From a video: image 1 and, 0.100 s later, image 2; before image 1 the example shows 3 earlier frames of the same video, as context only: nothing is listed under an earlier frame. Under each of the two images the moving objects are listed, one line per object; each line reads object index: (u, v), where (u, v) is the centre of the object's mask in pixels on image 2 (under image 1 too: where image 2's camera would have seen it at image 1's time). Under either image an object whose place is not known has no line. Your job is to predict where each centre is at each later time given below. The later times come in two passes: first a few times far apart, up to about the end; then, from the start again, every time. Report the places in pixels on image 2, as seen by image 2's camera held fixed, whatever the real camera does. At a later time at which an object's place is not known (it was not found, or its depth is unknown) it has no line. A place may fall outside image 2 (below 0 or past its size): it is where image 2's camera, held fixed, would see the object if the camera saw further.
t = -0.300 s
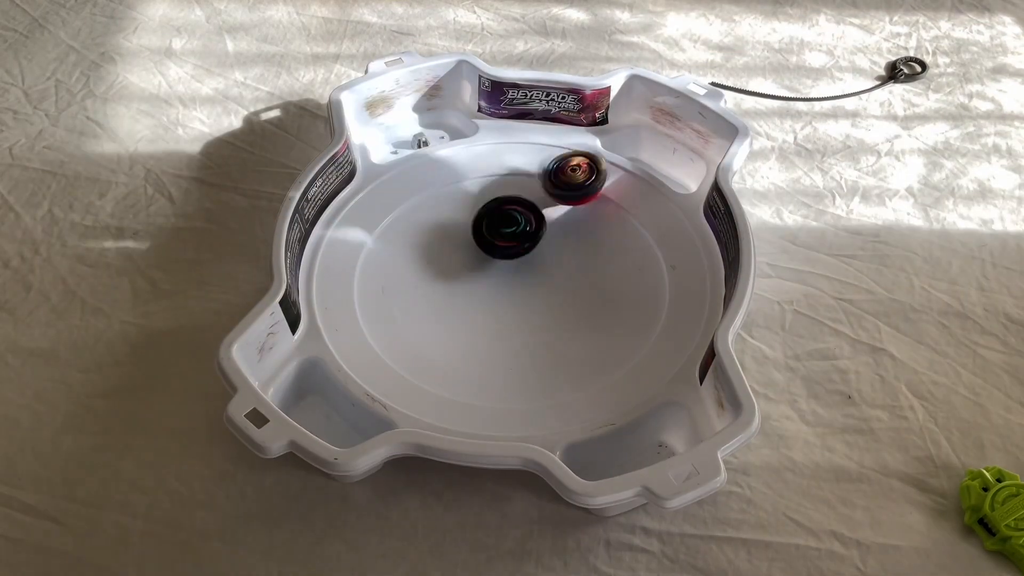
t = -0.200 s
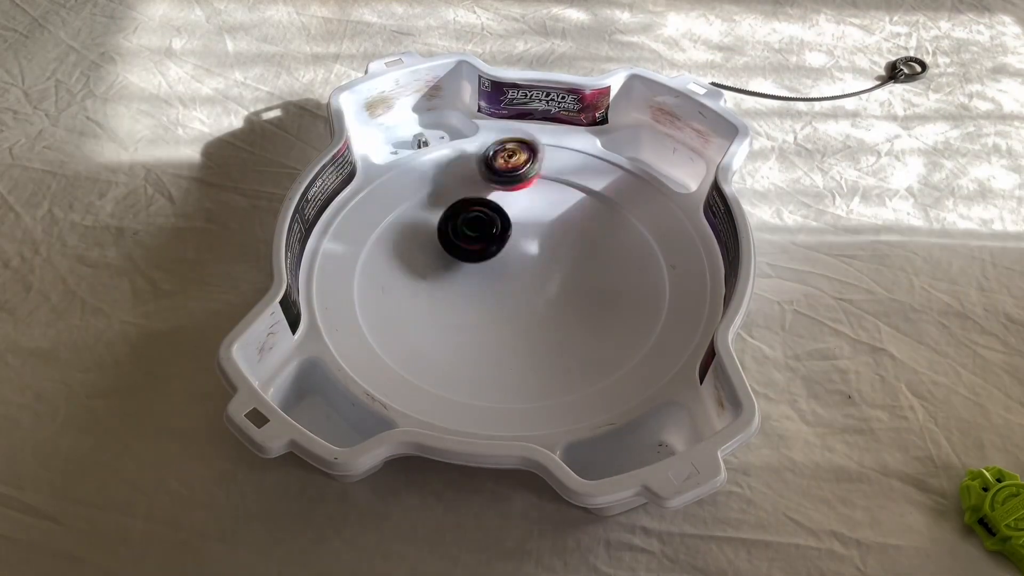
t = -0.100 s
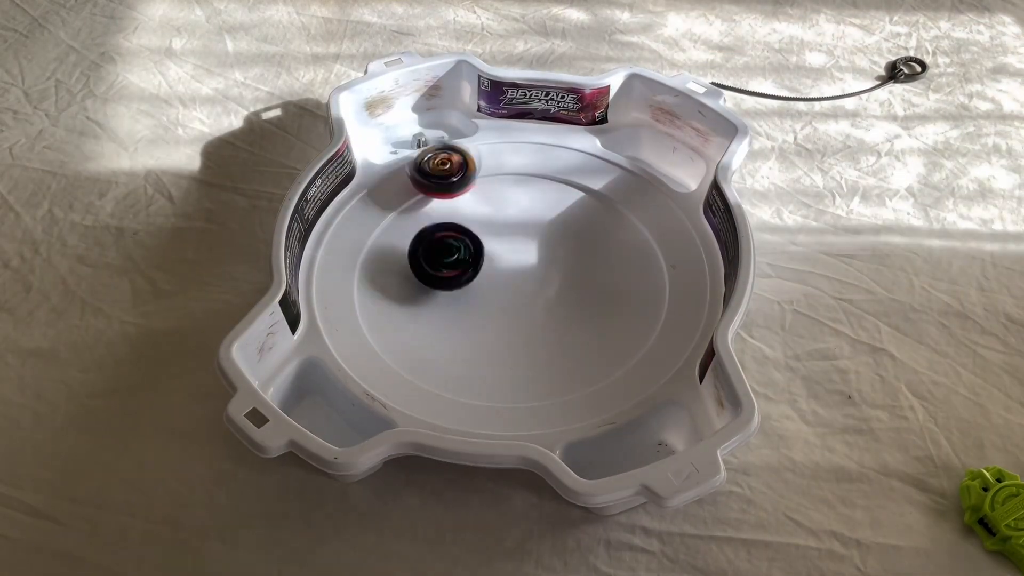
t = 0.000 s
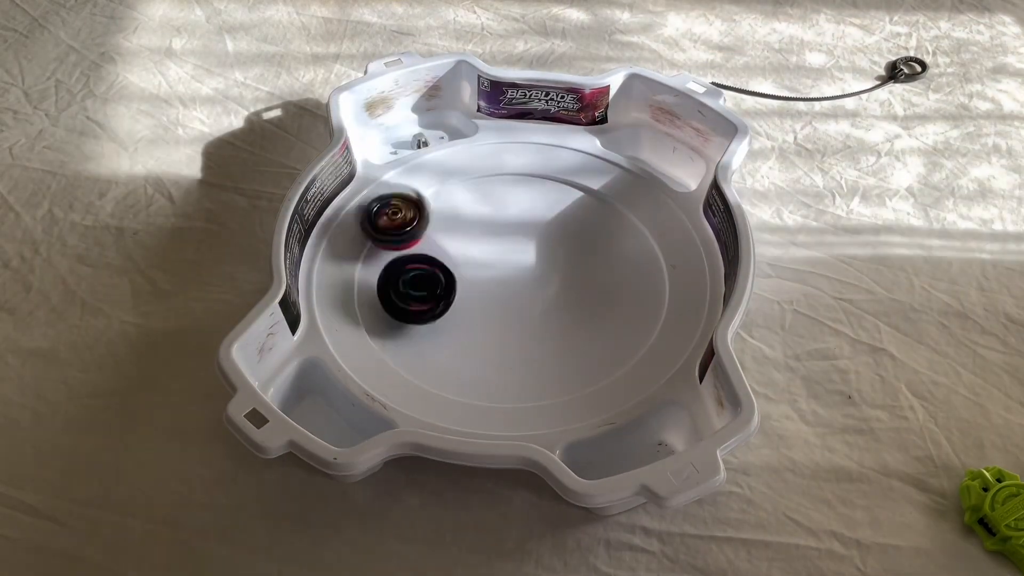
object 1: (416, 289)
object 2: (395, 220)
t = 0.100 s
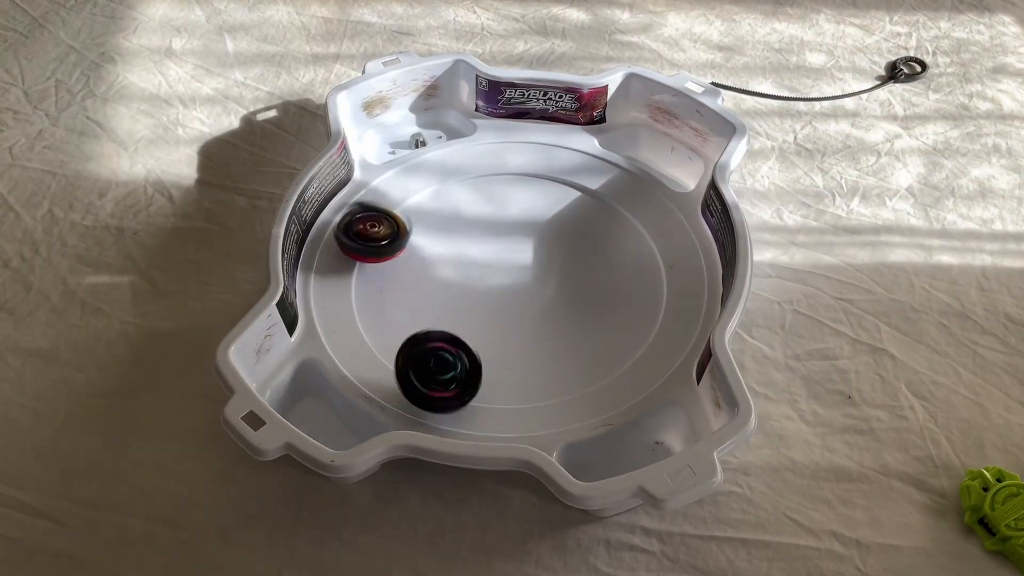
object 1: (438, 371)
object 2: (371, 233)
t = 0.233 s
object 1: (547, 403)
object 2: (413, 266)
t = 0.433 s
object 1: (624, 306)
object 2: (527, 295)
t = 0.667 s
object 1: (635, 217)
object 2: (533, 189)
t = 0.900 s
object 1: (520, 239)
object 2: (423, 189)
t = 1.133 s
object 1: (502, 295)
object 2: (396, 293)
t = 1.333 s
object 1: (668, 262)
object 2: (447, 353)
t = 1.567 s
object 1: (620, 233)
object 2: (569, 316)
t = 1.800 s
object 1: (481, 132)
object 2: (561, 302)
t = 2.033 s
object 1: (388, 241)
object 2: (481, 250)
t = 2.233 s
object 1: (351, 291)
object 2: (490, 264)
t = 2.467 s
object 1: (424, 265)
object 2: (502, 292)
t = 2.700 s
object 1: (551, 174)
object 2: (571, 263)
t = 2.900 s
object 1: (647, 200)
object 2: (507, 250)
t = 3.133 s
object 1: (662, 223)
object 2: (457, 311)
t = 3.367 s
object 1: (604, 269)
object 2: (571, 332)
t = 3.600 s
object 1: (604, 138)
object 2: (508, 371)
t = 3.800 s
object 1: (570, 125)
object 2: (522, 348)
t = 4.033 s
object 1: (567, 164)
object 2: (495, 273)
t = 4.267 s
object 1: (565, 276)
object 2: (451, 232)
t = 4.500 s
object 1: (402, 329)
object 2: (415, 231)
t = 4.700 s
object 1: (391, 265)
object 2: (453, 221)
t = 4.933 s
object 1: (428, 249)
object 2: (509, 198)
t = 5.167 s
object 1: (538, 258)
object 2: (547, 188)
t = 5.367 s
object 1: (623, 316)
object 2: (577, 194)
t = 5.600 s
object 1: (573, 356)
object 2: (579, 227)
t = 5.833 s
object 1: (480, 303)
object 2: (580, 285)
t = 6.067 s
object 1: (521, 178)
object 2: (604, 310)
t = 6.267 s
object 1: (603, 198)
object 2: (579, 293)
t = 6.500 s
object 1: (605, 265)
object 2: (492, 299)
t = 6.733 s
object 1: (552, 321)
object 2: (424, 314)
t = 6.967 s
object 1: (533, 318)
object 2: (417, 321)
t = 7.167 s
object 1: (539, 293)
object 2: (447, 279)
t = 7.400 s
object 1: (536, 258)
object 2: (450, 227)
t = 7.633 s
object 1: (530, 229)
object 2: (466, 192)
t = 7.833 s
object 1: (532, 229)
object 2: (481, 180)
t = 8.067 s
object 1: (534, 256)
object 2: (508, 189)
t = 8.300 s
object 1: (532, 324)
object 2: (543, 211)
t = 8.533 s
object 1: (493, 344)
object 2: (575, 233)
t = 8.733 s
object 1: (476, 323)
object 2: (588, 258)
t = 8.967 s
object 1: (513, 249)
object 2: (579, 284)
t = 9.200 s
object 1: (591, 211)
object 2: (552, 303)
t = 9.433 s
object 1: (608, 230)
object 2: (525, 306)
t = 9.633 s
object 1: (572, 269)
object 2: (496, 291)
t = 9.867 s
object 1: (550, 290)
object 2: (437, 289)
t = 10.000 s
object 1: (536, 295)
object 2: (440, 293)
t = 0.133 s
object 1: (462, 394)
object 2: (380, 240)
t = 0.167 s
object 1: (491, 401)
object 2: (390, 246)
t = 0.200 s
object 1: (520, 401)
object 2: (401, 254)
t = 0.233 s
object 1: (547, 403)
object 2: (413, 266)
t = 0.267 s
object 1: (571, 389)
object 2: (428, 276)
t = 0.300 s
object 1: (590, 376)
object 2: (442, 287)
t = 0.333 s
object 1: (606, 361)
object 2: (461, 296)
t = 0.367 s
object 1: (618, 344)
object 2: (484, 299)
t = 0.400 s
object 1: (623, 325)
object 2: (505, 299)
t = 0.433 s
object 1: (624, 306)
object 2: (527, 295)
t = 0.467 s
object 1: (623, 287)
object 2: (547, 287)
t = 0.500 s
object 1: (635, 270)
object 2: (552, 271)
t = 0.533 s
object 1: (646, 254)
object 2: (553, 256)
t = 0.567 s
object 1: (653, 241)
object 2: (554, 240)
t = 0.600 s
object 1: (653, 228)
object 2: (550, 222)
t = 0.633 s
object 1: (644, 221)
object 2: (544, 205)
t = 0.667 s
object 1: (635, 217)
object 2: (533, 189)
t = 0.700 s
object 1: (621, 214)
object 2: (521, 175)
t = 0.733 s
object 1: (607, 214)
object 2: (505, 164)
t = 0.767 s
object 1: (589, 216)
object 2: (490, 159)
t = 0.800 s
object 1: (572, 220)
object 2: (473, 164)
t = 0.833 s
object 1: (555, 225)
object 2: (457, 173)
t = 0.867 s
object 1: (537, 231)
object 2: (441, 179)
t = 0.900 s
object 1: (520, 239)
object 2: (423, 189)
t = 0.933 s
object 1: (503, 246)
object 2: (407, 199)
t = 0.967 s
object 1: (489, 253)
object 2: (395, 213)
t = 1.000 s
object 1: (478, 262)
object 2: (388, 231)
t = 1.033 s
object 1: (470, 270)
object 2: (390, 248)
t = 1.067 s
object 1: (474, 277)
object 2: (391, 266)
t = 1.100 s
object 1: (488, 288)
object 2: (389, 279)
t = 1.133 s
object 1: (502, 295)
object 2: (396, 293)
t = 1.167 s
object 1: (513, 301)
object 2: (409, 307)
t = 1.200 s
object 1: (522, 305)
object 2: (429, 317)
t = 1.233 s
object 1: (534, 308)
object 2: (451, 327)
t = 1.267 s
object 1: (584, 296)
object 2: (444, 338)
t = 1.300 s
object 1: (632, 281)
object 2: (443, 346)
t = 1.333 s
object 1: (668, 262)
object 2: (447, 353)
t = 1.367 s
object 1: (691, 241)
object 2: (456, 355)
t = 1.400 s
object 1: (688, 229)
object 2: (468, 357)
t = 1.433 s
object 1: (678, 227)
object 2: (486, 357)
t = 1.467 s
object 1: (666, 234)
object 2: (507, 352)
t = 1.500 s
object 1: (653, 233)
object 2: (529, 343)
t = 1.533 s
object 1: (638, 233)
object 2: (551, 332)
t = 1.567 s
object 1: (620, 233)
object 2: (569, 316)
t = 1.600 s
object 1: (602, 233)
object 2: (583, 296)
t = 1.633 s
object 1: (583, 212)
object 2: (587, 292)
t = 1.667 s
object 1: (570, 164)
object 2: (585, 299)
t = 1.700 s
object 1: (552, 122)
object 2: (581, 304)
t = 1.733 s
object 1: (531, 114)
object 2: (575, 306)
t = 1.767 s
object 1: (505, 118)
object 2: (568, 306)
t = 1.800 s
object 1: (481, 132)
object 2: (561, 302)
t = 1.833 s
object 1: (457, 154)
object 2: (555, 295)
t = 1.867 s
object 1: (437, 165)
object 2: (548, 286)
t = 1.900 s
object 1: (421, 177)
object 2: (538, 276)
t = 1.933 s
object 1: (407, 191)
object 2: (525, 268)
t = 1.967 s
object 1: (396, 204)
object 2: (512, 260)
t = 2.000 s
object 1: (389, 220)
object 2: (498, 254)
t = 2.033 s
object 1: (388, 241)
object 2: (481, 250)
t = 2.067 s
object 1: (388, 253)
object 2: (468, 249)
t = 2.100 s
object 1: (369, 265)
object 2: (472, 249)
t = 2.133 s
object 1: (356, 267)
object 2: (479, 253)
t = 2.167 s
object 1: (351, 277)
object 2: (485, 255)
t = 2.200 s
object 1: (349, 288)
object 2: (489, 260)
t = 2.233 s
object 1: (351, 291)
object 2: (490, 264)
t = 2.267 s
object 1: (357, 294)
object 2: (490, 267)
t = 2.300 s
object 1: (364, 292)
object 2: (487, 271)
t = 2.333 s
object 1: (373, 292)
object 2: (486, 276)
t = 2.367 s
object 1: (385, 287)
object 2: (486, 281)
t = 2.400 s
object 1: (396, 281)
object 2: (488, 286)
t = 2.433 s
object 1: (409, 273)
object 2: (493, 290)
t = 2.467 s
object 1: (424, 265)
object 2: (502, 292)
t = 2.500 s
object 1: (443, 256)
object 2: (513, 290)
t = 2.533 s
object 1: (461, 246)
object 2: (523, 287)
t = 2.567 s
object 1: (479, 234)
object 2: (535, 283)
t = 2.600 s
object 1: (494, 214)
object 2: (548, 281)
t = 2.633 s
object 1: (511, 198)
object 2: (559, 277)
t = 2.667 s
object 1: (530, 184)
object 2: (566, 271)
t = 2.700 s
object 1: (551, 174)
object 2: (571, 263)
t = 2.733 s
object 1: (573, 168)
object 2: (573, 254)
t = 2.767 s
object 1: (589, 173)
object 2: (570, 245)
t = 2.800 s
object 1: (606, 180)
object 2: (562, 242)
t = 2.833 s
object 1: (621, 185)
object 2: (544, 242)
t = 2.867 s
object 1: (636, 194)
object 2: (525, 246)
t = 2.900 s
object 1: (647, 200)
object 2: (507, 250)
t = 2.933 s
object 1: (656, 205)
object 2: (492, 256)
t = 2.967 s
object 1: (660, 209)
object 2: (479, 262)
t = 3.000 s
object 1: (663, 212)
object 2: (467, 271)
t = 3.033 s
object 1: (664, 214)
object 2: (459, 280)
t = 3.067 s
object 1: (664, 217)
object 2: (454, 290)
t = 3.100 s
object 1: (663, 220)
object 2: (453, 300)
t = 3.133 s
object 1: (662, 223)
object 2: (457, 311)
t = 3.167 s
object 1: (659, 226)
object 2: (465, 319)
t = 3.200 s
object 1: (655, 230)
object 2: (476, 329)
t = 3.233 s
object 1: (647, 238)
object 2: (492, 335)
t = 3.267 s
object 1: (638, 246)
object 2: (512, 339)
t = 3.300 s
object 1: (628, 255)
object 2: (533, 340)
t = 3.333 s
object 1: (617, 263)
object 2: (552, 338)
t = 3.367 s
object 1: (604, 269)
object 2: (571, 332)
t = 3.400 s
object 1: (600, 261)
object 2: (577, 332)
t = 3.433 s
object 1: (618, 222)
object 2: (559, 348)
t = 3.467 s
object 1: (626, 188)
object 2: (543, 360)
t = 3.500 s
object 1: (623, 166)
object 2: (527, 367)
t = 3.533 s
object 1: (620, 155)
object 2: (518, 371)
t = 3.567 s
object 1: (613, 144)
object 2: (510, 373)
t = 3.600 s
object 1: (604, 138)
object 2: (508, 371)
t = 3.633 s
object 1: (597, 134)
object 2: (508, 370)
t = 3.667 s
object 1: (589, 128)
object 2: (508, 367)
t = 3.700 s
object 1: (583, 123)
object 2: (511, 364)
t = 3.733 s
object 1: (577, 125)
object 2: (515, 360)
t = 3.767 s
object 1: (573, 124)
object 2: (519, 355)
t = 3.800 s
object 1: (570, 125)
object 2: (522, 348)
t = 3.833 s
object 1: (566, 126)
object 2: (524, 338)
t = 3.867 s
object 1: (564, 129)
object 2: (524, 327)
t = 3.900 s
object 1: (563, 135)
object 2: (520, 316)
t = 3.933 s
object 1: (562, 142)
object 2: (515, 305)
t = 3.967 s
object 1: (563, 149)
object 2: (508, 293)
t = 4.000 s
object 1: (565, 156)
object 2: (501, 282)
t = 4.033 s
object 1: (567, 164)
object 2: (495, 273)
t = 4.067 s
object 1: (570, 177)
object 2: (488, 263)
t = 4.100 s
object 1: (574, 189)
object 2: (482, 256)
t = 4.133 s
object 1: (577, 202)
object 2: (475, 248)
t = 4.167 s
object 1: (578, 218)
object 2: (469, 242)
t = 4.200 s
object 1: (578, 237)
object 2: (463, 238)
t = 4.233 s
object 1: (574, 256)
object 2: (456, 234)
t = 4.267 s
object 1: (565, 276)
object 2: (451, 232)
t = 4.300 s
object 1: (551, 295)
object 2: (444, 230)
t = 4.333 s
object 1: (533, 311)
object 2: (437, 229)
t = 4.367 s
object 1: (510, 325)
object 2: (432, 230)
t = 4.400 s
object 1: (484, 334)
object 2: (425, 230)
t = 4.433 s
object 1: (456, 337)
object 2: (421, 231)
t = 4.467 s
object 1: (429, 336)
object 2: (418, 232)
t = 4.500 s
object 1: (402, 329)
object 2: (415, 231)
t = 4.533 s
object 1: (389, 313)
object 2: (415, 232)
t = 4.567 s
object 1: (383, 300)
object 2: (415, 234)
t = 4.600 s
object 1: (385, 287)
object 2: (420, 234)
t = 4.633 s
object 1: (384, 278)
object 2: (432, 230)
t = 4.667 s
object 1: (386, 271)
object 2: (442, 226)
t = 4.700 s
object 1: (391, 265)
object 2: (453, 221)
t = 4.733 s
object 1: (395, 261)
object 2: (464, 217)
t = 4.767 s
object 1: (399, 257)
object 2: (473, 214)
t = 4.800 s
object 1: (403, 255)
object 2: (481, 210)
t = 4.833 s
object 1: (408, 253)
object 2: (489, 206)
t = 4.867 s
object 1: (413, 252)
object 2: (497, 204)
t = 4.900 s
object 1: (420, 250)
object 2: (503, 201)
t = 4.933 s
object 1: (428, 249)
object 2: (509, 198)
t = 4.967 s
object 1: (437, 247)
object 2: (516, 195)
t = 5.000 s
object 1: (448, 247)
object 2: (521, 194)
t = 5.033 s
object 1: (462, 246)
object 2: (526, 192)
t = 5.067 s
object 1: (478, 247)
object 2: (531, 190)
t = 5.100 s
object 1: (497, 249)
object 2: (537, 190)
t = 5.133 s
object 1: (517, 253)
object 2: (543, 190)
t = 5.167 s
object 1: (538, 258)
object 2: (547, 188)
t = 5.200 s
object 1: (557, 264)
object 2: (553, 188)
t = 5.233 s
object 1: (575, 272)
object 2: (559, 189)
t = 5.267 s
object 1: (592, 281)
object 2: (564, 190)
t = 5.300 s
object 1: (607, 292)
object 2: (569, 189)
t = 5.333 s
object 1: (618, 304)
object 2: (572, 192)
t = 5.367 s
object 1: (623, 316)
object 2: (577, 194)
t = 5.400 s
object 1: (621, 328)
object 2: (580, 196)
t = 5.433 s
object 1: (618, 337)
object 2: (583, 199)
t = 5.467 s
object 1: (612, 345)
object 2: (586, 203)
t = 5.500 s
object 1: (603, 350)
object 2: (587, 208)
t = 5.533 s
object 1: (592, 354)
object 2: (584, 213)
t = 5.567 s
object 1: (583, 355)
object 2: (582, 219)
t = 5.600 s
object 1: (573, 356)
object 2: (579, 227)
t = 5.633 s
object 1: (560, 356)
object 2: (577, 236)
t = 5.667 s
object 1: (546, 354)
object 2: (575, 245)
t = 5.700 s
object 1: (532, 349)
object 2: (575, 254)
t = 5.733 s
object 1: (516, 342)
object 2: (575, 261)
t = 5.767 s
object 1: (501, 332)
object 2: (577, 271)
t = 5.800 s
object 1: (490, 318)
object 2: (579, 279)
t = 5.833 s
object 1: (480, 303)
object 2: (580, 285)
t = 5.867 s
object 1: (472, 286)
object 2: (583, 292)
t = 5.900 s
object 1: (472, 267)
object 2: (586, 297)
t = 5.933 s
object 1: (473, 247)
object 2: (590, 302)
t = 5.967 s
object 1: (478, 227)
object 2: (593, 306)
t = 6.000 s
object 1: (491, 208)
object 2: (596, 308)
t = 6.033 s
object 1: (504, 192)
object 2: (600, 309)
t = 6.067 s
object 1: (521, 178)
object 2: (604, 310)
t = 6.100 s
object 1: (538, 169)
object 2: (607, 308)
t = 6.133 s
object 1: (553, 167)
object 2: (607, 306)
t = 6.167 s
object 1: (571, 174)
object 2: (605, 302)
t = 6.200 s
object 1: (584, 183)
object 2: (599, 298)
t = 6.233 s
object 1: (596, 190)
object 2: (591, 295)
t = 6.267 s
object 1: (603, 198)
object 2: (579, 293)
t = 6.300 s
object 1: (608, 203)
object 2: (566, 292)
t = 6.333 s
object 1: (613, 211)
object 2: (552, 291)
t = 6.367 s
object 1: (614, 218)
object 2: (539, 292)
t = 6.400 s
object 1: (617, 227)
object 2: (526, 293)
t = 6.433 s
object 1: (615, 238)
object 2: (514, 294)
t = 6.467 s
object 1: (614, 251)
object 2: (502, 296)
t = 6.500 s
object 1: (605, 265)
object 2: (492, 299)
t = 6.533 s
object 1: (596, 278)
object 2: (483, 301)
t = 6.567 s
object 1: (581, 290)
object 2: (475, 304)
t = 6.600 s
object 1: (565, 301)
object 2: (469, 307)
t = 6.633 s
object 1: (544, 309)
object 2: (465, 312)
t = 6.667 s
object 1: (547, 314)
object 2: (448, 313)
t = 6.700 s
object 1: (549, 319)
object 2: (433, 314)
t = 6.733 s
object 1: (552, 321)
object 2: (424, 314)
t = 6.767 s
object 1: (548, 323)
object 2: (417, 316)
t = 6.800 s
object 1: (547, 323)
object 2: (412, 318)
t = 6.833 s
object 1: (544, 324)
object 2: (408, 319)
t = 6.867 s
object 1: (543, 324)
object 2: (407, 320)
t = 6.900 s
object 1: (538, 323)
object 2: (408, 322)
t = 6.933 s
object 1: (537, 320)
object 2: (411, 322)
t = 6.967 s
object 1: (533, 318)
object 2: (417, 321)
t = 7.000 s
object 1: (532, 316)
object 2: (426, 317)
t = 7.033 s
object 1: (527, 313)
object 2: (437, 313)
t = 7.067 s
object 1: (526, 308)
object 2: (446, 306)
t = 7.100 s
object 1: (532, 303)
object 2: (447, 298)
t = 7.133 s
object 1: (540, 297)
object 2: (447, 288)
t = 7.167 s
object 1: (539, 293)
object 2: (447, 279)
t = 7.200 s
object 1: (540, 288)
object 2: (447, 270)
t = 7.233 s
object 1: (539, 283)
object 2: (447, 261)
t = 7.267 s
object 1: (540, 278)
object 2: (447, 253)
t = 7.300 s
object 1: (538, 273)
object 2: (448, 246)
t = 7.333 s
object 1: (538, 267)
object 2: (448, 239)
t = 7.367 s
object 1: (537, 261)
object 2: (449, 233)
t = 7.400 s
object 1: (536, 258)
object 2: (450, 227)
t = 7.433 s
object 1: (535, 251)
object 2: (451, 221)
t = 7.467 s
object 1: (533, 247)
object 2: (451, 216)
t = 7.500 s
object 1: (534, 242)
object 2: (453, 211)
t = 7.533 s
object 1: (531, 239)
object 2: (455, 206)
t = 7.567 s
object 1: (531, 235)
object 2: (459, 201)
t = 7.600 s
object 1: (530, 231)
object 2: (462, 196)
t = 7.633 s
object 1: (530, 229)
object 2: (466, 192)
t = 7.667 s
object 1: (531, 227)
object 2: (468, 186)
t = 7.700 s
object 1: (532, 228)
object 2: (468, 181)
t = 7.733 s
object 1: (534, 228)
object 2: (470, 176)
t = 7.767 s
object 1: (531, 228)
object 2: (473, 177)
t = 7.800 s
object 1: (532, 228)
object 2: (477, 179)
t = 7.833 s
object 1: (532, 229)
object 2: (481, 180)
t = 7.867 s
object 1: (532, 232)
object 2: (483, 180)
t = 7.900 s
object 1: (534, 236)
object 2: (486, 178)
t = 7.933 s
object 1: (534, 241)
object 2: (490, 178)
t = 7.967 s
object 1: (534, 243)
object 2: (494, 179)
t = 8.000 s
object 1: (534, 248)
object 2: (498, 182)
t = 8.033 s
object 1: (536, 253)
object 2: (503, 185)
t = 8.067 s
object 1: (534, 256)
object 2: (508, 189)
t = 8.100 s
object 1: (535, 261)
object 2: (514, 194)
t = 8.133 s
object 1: (536, 265)
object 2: (519, 201)
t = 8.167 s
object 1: (535, 273)
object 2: (524, 206)
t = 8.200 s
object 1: (539, 288)
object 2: (528, 206)
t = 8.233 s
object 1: (538, 300)
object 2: (532, 208)
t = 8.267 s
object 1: (535, 313)
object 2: (538, 210)
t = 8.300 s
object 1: (532, 324)
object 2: (543, 211)
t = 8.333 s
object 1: (526, 331)
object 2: (549, 214)
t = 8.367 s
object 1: (518, 338)
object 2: (553, 216)
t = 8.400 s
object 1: (512, 343)
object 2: (558, 219)
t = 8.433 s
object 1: (508, 344)
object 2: (563, 223)
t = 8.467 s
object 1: (502, 345)
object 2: (567, 226)
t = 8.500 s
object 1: (495, 345)
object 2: (571, 229)
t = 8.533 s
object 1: (493, 344)
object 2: (575, 233)
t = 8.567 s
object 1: (489, 343)
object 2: (578, 237)
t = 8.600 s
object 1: (484, 340)
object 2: (581, 241)
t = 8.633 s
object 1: (481, 337)
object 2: (583, 245)
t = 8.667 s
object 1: (480, 333)
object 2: (585, 249)
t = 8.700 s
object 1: (478, 329)
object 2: (587, 253)
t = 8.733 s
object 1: (476, 323)
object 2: (588, 258)
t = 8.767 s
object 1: (476, 316)
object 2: (588, 261)
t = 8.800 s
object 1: (478, 306)
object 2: (588, 265)
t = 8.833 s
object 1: (482, 296)
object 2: (587, 269)
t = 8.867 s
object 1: (485, 285)
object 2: (585, 273)
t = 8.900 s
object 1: (493, 273)
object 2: (583, 277)
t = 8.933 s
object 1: (503, 261)
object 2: (581, 281)
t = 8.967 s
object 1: (513, 249)
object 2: (579, 284)
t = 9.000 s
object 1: (524, 239)
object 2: (576, 287)
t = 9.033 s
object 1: (535, 231)
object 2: (572, 290)
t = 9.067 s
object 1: (549, 223)
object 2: (568, 293)
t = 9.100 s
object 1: (562, 217)
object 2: (564, 296)
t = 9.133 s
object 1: (574, 213)
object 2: (561, 299)
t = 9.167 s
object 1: (585, 211)
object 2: (556, 301)
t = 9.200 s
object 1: (591, 211)
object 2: (552, 303)
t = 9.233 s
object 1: (598, 212)
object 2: (547, 305)
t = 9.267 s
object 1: (602, 214)
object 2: (543, 307)
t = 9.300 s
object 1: (606, 215)
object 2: (540, 308)
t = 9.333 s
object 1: (608, 218)
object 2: (536, 308)
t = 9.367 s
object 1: (608, 221)
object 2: (532, 308)
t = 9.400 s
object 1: (609, 225)
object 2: (529, 307)
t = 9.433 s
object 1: (608, 230)
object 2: (525, 306)
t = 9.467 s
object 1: (608, 234)
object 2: (521, 304)
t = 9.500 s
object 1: (606, 239)
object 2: (517, 302)
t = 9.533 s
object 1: (601, 245)
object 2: (512, 300)
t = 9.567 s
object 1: (595, 253)
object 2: (507, 297)
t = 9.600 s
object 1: (584, 261)
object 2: (501, 294)
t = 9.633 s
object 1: (572, 269)
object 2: (496, 291)
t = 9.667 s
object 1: (568, 273)
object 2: (483, 290)
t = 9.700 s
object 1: (567, 277)
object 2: (471, 289)
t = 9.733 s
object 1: (564, 280)
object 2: (462, 288)
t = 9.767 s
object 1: (561, 282)
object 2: (455, 288)
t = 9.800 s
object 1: (557, 284)
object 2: (448, 288)
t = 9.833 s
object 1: (553, 286)
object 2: (443, 289)
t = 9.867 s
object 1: (550, 290)
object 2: (437, 289)
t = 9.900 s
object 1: (547, 291)
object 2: (434, 290)
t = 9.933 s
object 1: (544, 293)
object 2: (433, 291)
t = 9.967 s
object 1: (539, 294)
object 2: (434, 293)
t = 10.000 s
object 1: (536, 295)
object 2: (440, 293)
